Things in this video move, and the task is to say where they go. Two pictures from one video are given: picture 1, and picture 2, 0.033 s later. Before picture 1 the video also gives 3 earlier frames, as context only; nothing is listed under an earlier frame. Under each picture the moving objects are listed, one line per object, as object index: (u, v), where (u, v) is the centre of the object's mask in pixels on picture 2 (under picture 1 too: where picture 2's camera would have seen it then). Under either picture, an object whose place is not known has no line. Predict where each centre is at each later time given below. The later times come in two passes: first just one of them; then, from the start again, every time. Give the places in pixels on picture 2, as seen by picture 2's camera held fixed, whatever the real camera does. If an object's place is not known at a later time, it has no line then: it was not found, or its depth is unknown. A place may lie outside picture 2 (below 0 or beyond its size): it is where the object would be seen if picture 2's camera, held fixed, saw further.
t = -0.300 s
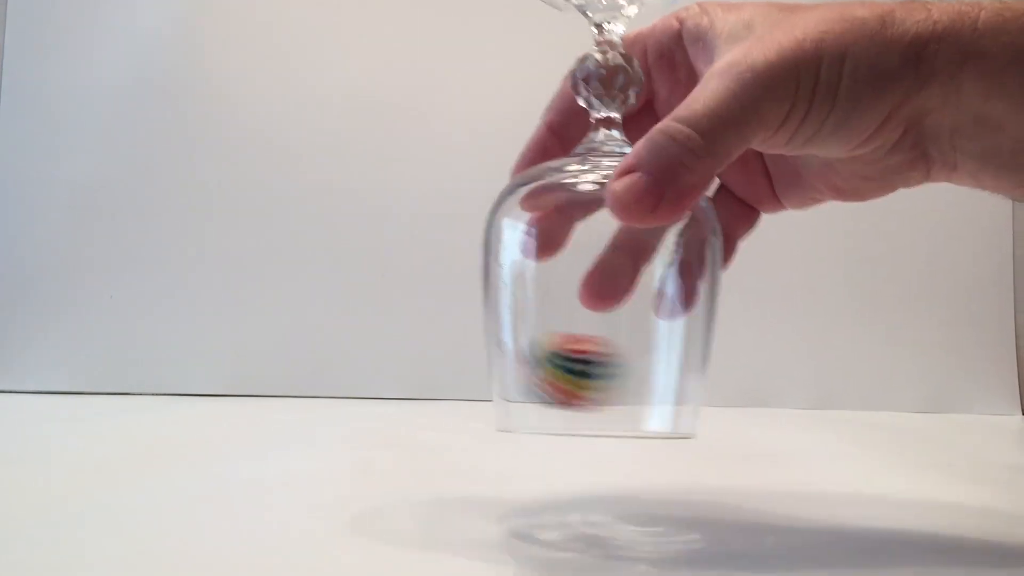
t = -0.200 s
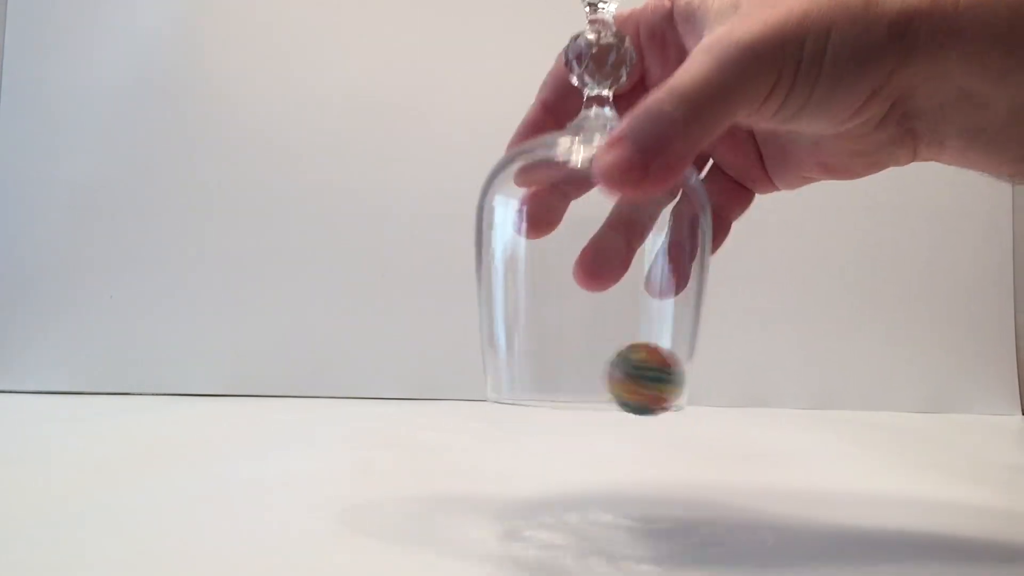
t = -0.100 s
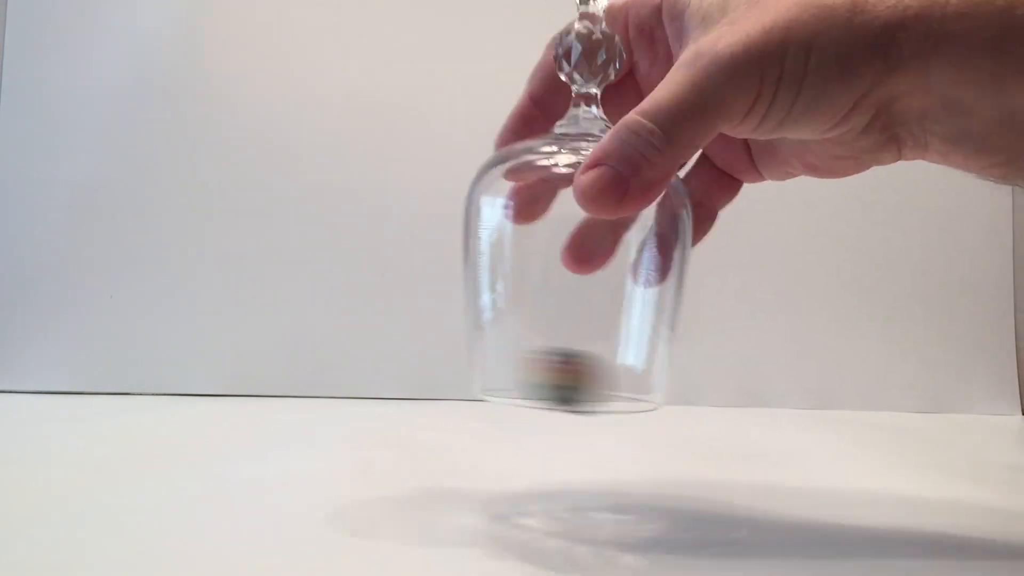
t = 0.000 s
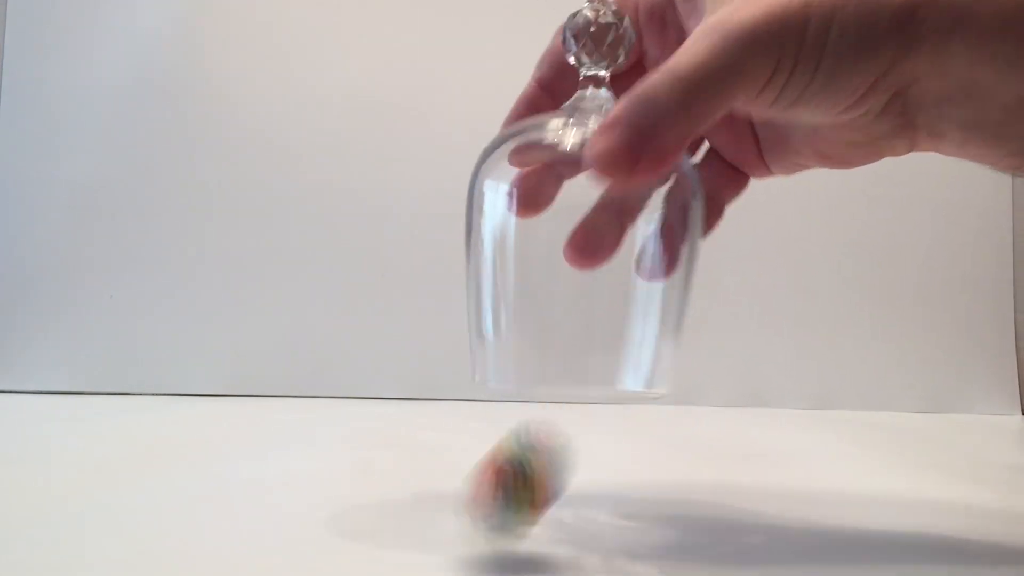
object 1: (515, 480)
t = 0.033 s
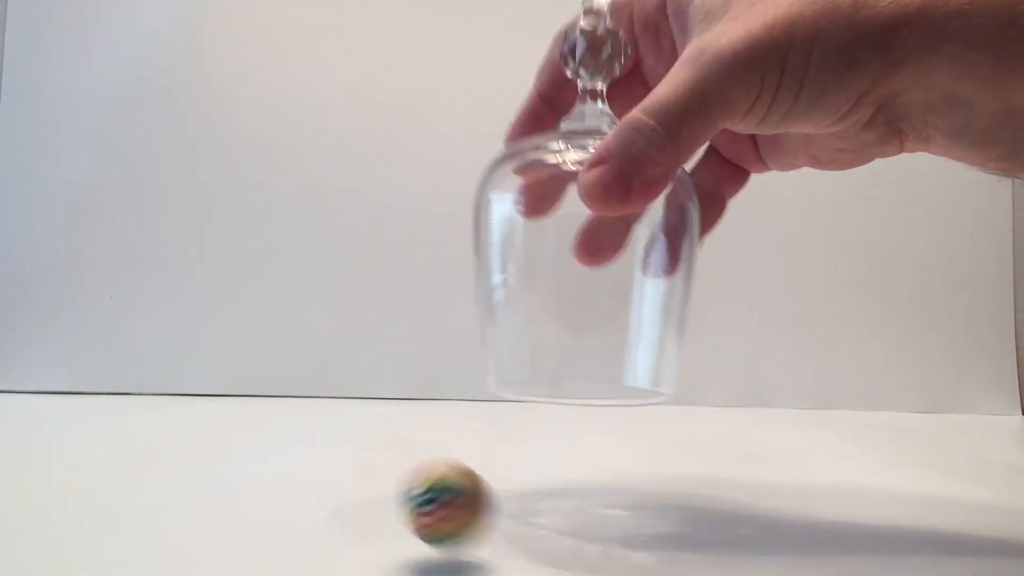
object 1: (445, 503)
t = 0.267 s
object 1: (90, 502)
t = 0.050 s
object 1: (417, 490)
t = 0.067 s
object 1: (394, 483)
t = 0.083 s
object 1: (363, 488)
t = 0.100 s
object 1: (339, 500)
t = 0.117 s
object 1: (310, 517)
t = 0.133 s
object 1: (287, 516)
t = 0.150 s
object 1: (260, 511)
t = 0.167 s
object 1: (236, 508)
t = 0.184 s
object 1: (210, 505)
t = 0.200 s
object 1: (184, 505)
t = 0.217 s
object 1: (157, 505)
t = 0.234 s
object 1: (137, 502)
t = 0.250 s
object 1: (115, 502)
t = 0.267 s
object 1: (90, 502)
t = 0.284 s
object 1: (66, 500)
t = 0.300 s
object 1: (45, 499)
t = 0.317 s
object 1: (29, 499)
